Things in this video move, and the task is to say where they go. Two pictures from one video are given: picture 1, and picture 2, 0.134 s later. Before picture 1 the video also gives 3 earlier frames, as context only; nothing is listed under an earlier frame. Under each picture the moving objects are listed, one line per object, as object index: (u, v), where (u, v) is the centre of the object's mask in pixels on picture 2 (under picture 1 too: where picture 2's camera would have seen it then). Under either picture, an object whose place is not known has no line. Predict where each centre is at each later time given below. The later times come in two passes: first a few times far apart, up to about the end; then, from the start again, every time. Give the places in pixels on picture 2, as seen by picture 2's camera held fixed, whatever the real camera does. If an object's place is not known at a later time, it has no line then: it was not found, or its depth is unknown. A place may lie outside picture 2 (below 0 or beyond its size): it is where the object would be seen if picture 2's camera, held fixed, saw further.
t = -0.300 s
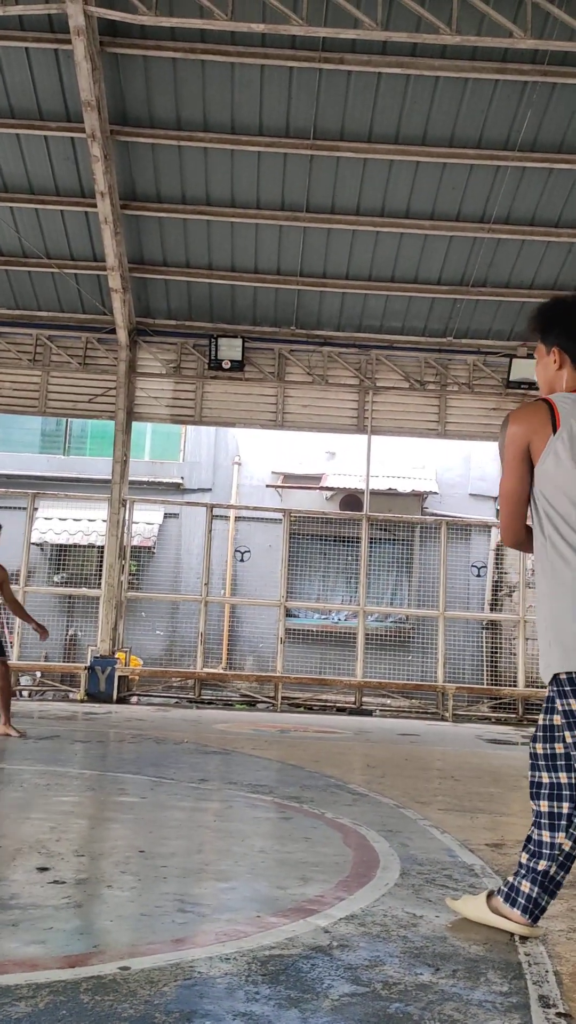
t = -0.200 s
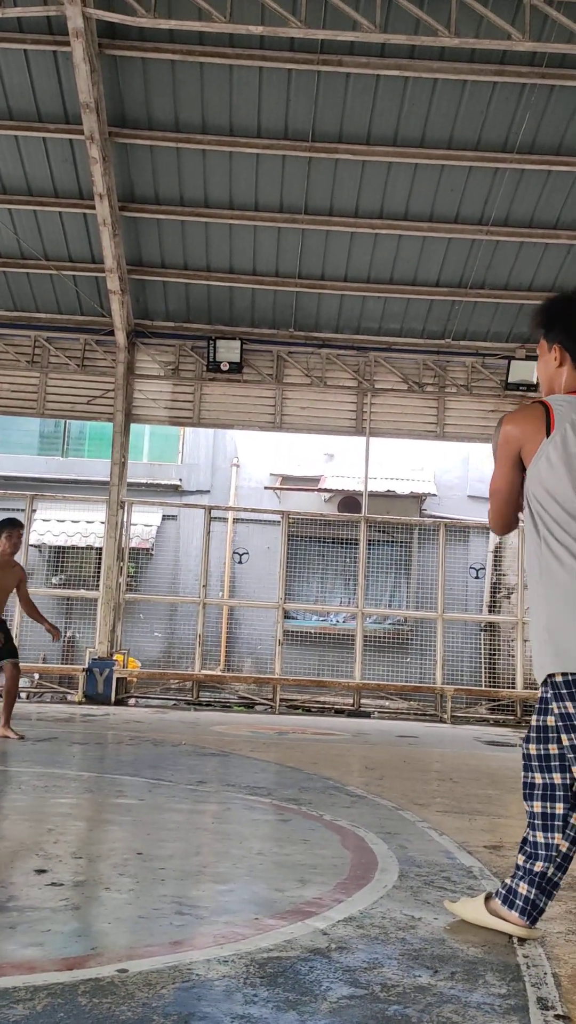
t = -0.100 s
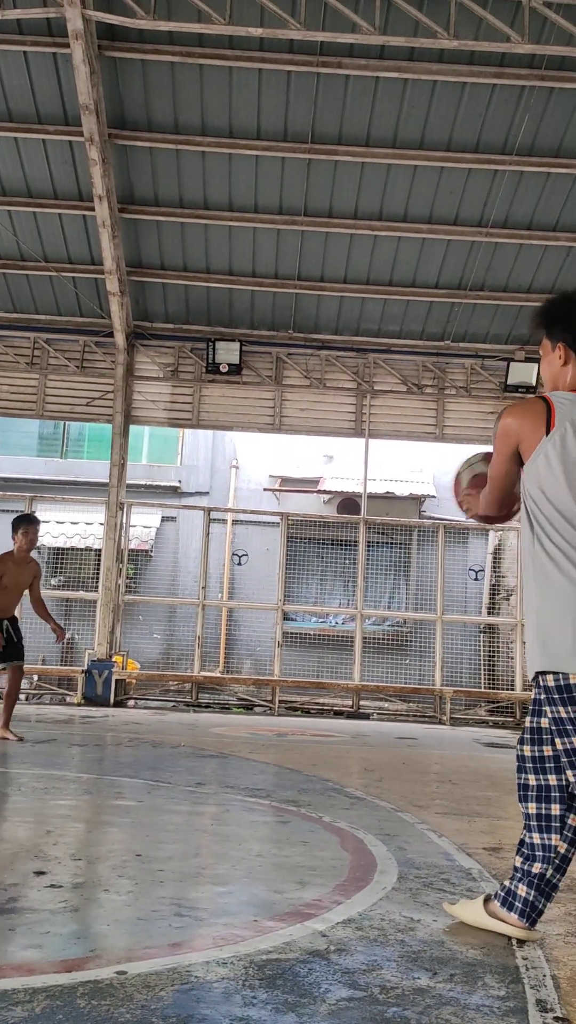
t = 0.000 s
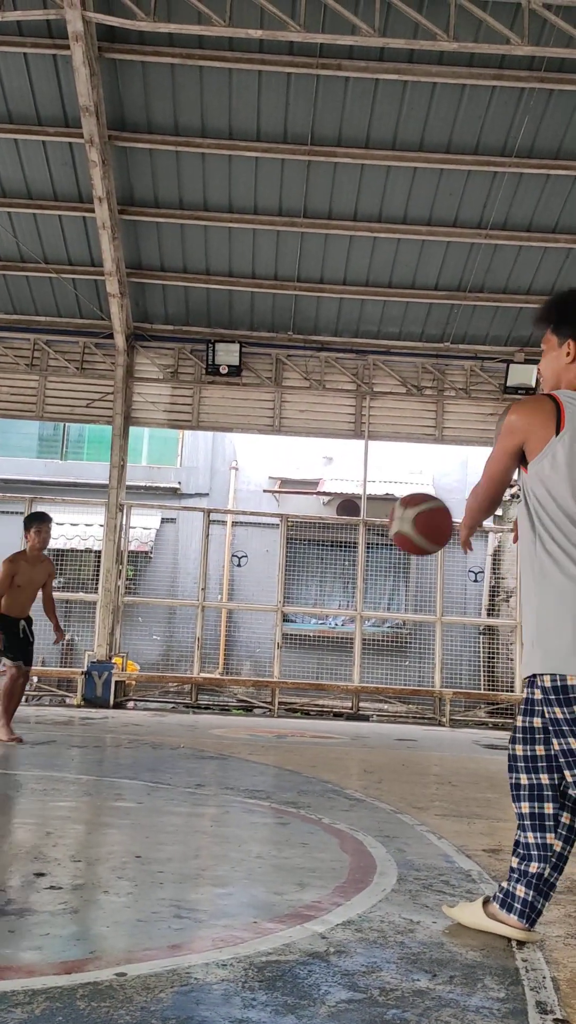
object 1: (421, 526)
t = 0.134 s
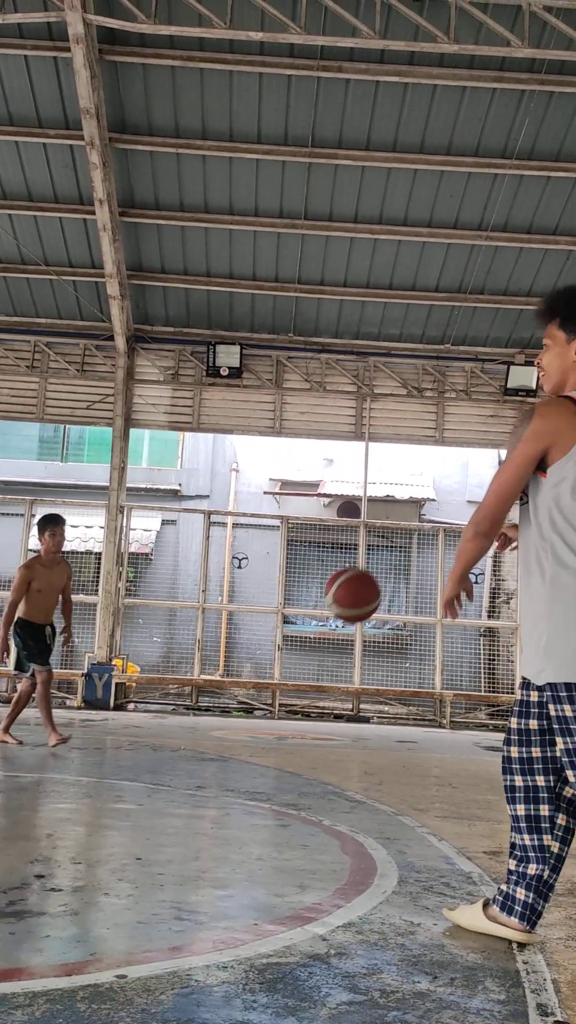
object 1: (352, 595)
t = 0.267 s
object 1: (299, 686)
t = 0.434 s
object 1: (259, 714)
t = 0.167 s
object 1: (338, 616)
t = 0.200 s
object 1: (324, 638)
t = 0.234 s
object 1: (312, 661)
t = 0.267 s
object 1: (299, 686)
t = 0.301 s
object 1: (287, 710)
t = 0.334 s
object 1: (276, 737)
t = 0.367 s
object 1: (266, 761)
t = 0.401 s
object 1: (263, 738)
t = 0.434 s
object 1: (259, 714)
